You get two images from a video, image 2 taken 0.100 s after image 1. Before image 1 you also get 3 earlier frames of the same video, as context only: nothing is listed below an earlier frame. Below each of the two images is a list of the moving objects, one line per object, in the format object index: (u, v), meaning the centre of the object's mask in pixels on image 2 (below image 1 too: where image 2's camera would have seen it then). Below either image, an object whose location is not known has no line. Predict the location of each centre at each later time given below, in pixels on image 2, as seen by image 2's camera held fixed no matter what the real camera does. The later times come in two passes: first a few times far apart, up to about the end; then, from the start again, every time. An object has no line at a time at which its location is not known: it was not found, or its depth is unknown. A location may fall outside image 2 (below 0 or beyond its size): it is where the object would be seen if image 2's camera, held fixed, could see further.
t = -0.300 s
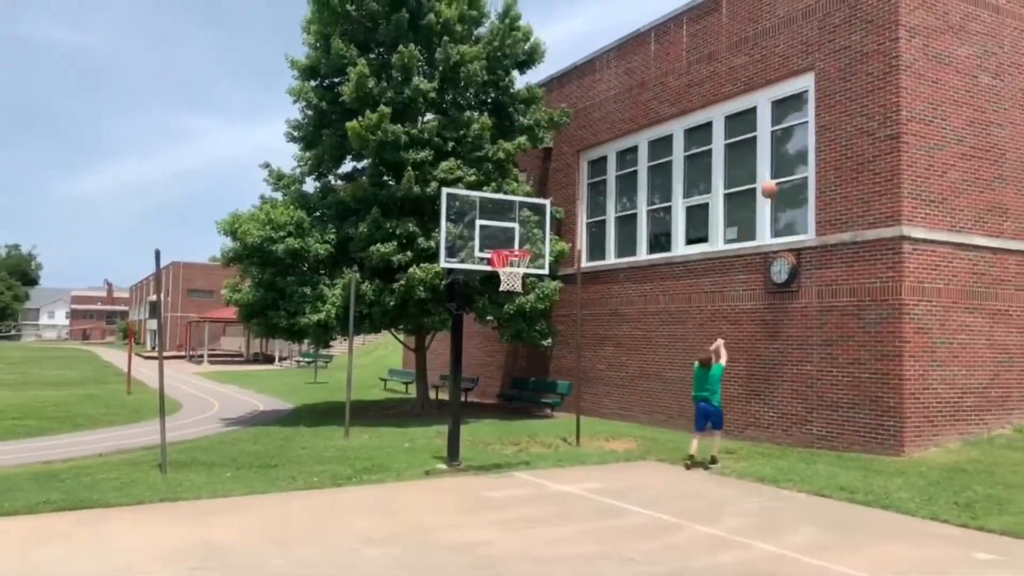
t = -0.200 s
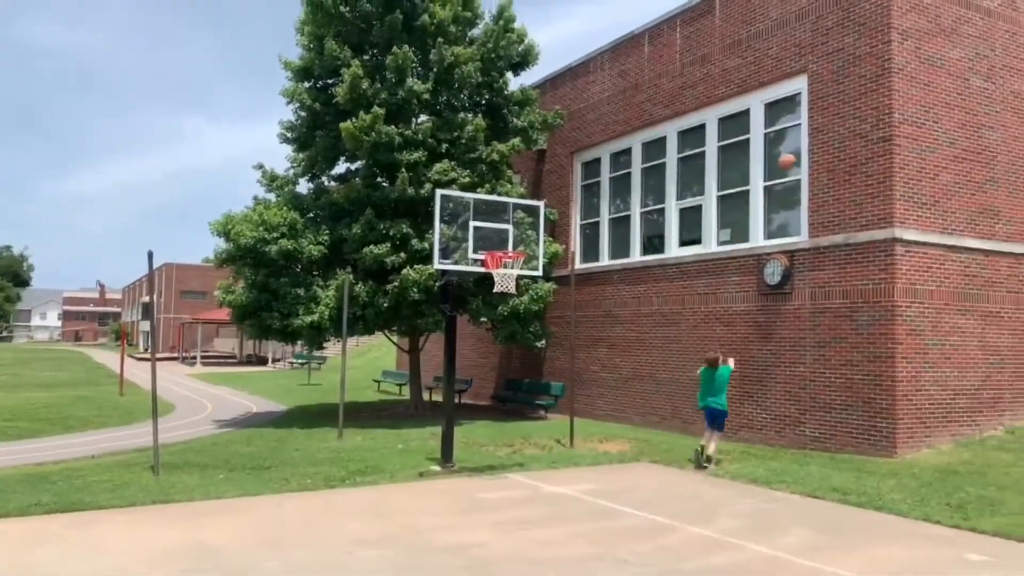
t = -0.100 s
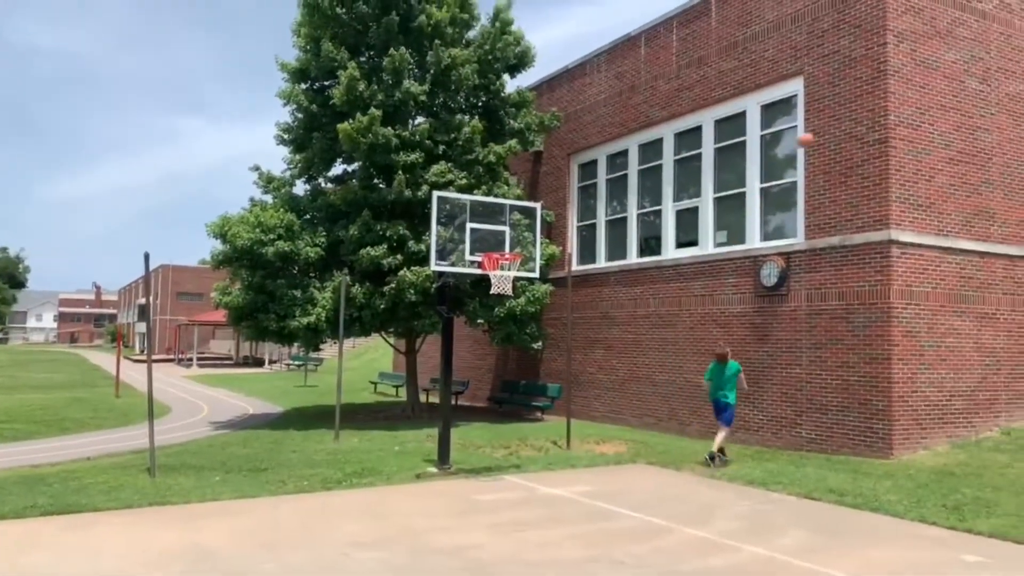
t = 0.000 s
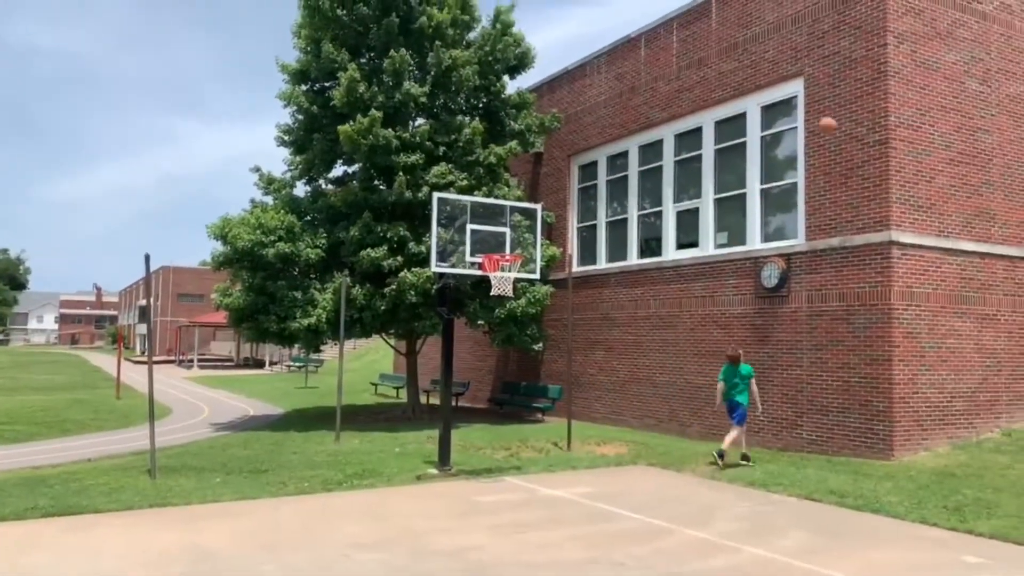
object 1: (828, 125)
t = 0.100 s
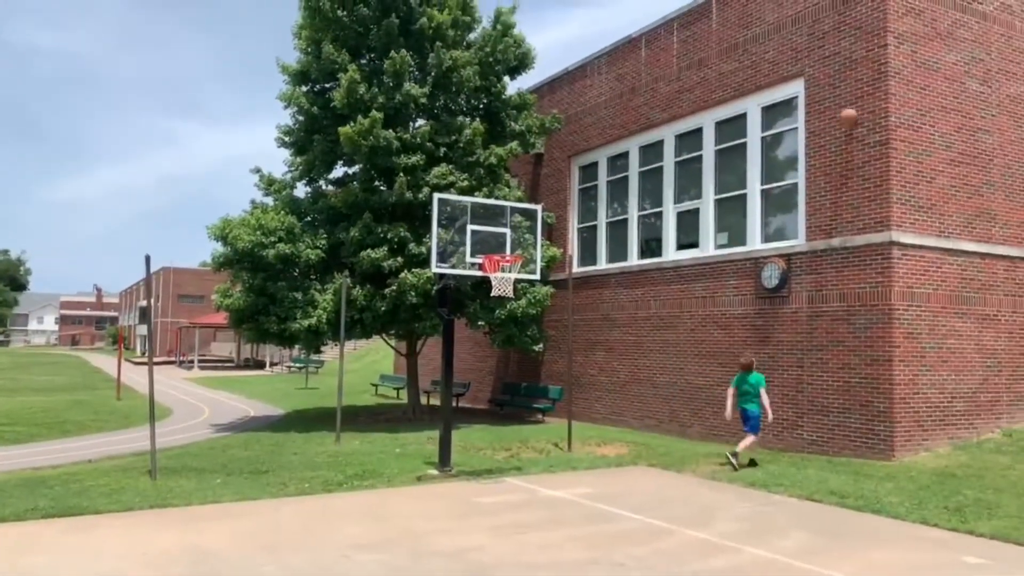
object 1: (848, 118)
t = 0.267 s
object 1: (824, 118)
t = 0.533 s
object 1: (781, 161)
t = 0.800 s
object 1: (734, 257)
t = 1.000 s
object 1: (693, 373)
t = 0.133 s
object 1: (845, 115)
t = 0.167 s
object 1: (841, 115)
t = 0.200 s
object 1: (835, 114)
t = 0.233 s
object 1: (830, 117)
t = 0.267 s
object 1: (824, 118)
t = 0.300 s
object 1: (820, 121)
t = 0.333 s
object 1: (814, 125)
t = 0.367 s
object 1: (809, 130)
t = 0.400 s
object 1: (804, 134)
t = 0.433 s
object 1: (797, 141)
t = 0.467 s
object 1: (793, 147)
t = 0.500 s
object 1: (787, 153)
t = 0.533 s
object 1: (781, 161)
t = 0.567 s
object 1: (776, 169)
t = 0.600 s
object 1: (769, 181)
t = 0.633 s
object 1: (764, 191)
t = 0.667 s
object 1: (758, 203)
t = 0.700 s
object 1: (752, 216)
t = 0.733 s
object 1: (746, 229)
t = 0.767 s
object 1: (739, 243)
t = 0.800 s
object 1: (734, 257)
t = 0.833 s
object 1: (727, 274)
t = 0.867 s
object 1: (719, 291)
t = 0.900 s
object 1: (714, 310)
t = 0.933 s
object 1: (707, 331)
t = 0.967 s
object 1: (700, 352)
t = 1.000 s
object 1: (693, 373)
